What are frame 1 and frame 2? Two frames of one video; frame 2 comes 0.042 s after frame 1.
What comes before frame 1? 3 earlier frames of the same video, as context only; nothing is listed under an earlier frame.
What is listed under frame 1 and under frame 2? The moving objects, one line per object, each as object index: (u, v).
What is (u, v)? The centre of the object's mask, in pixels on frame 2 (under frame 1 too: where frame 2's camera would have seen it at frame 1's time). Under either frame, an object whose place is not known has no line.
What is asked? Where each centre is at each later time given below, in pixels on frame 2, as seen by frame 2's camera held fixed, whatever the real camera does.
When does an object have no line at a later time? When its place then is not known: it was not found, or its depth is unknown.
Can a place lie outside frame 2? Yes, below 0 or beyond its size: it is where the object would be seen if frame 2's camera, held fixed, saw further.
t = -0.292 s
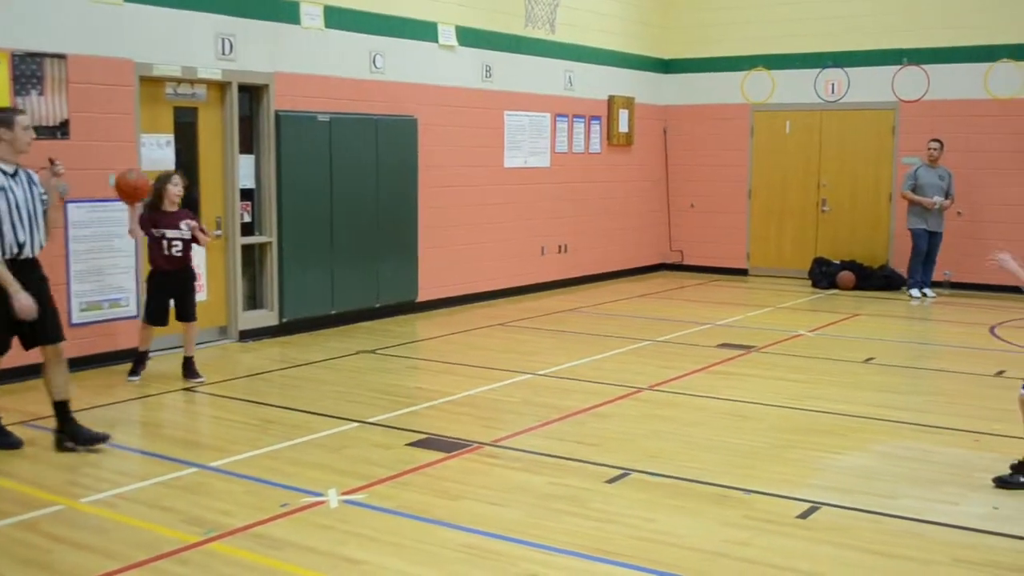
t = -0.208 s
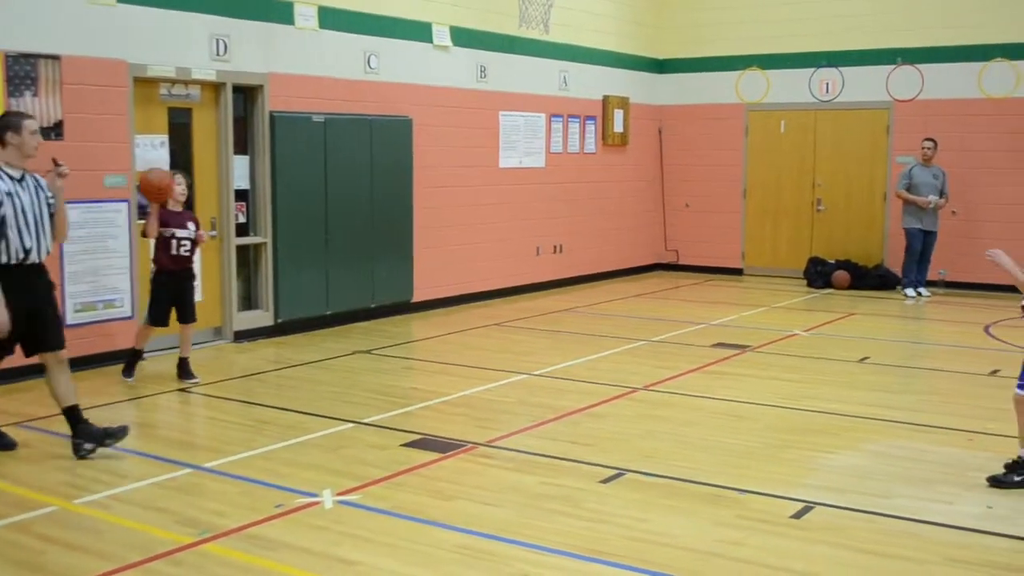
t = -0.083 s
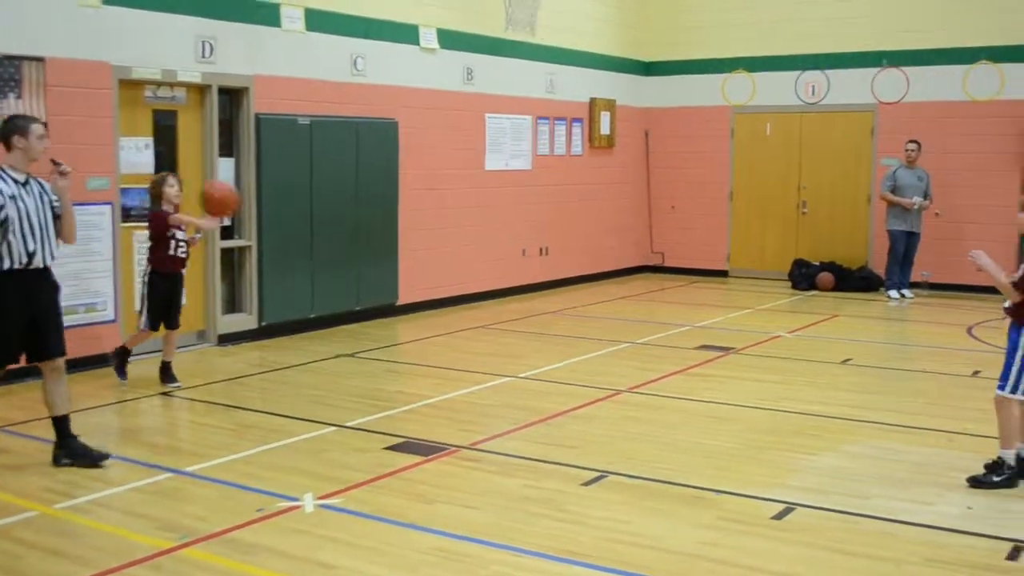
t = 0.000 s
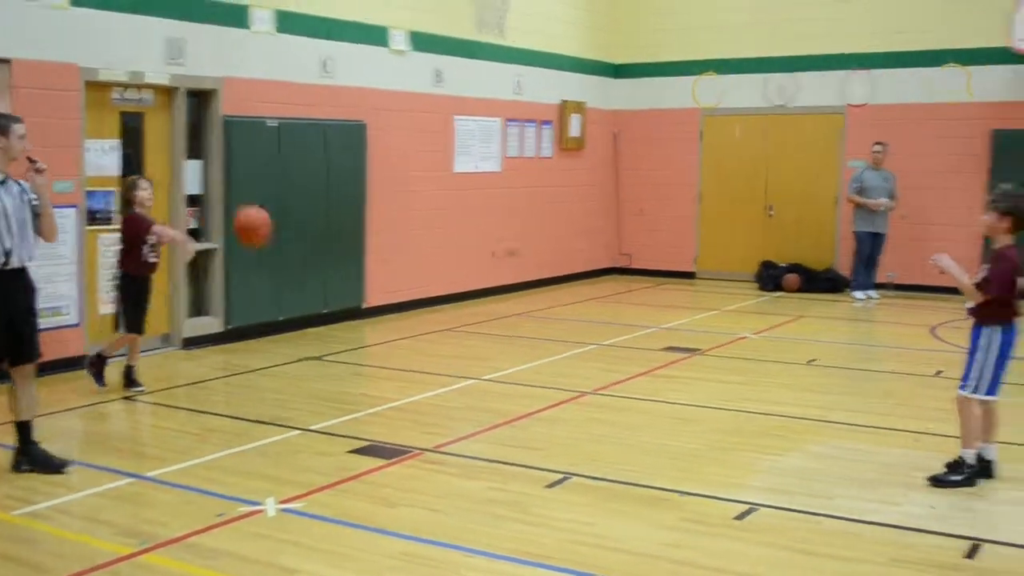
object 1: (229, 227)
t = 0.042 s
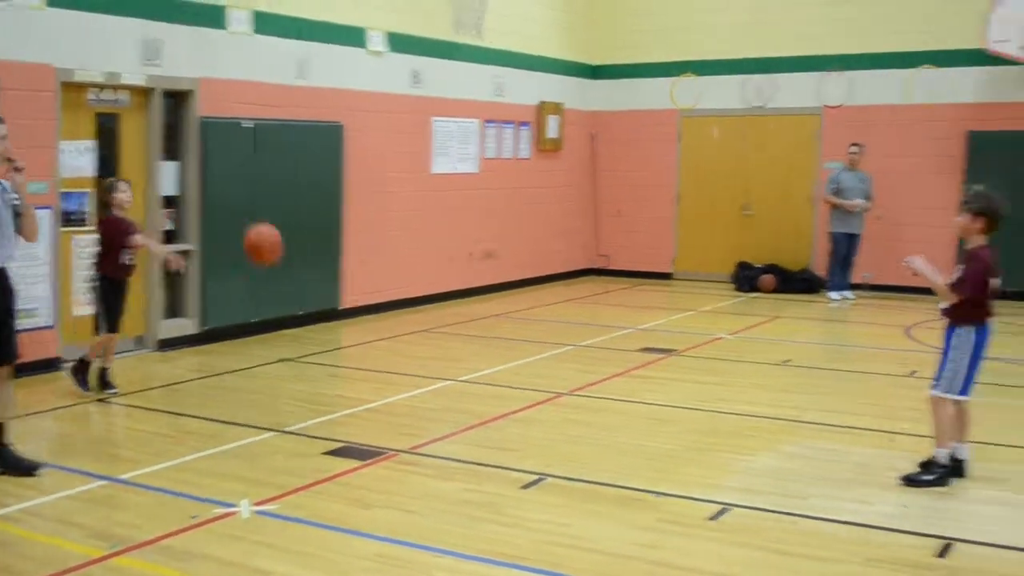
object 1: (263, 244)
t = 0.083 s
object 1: (299, 264)
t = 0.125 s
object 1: (332, 289)
